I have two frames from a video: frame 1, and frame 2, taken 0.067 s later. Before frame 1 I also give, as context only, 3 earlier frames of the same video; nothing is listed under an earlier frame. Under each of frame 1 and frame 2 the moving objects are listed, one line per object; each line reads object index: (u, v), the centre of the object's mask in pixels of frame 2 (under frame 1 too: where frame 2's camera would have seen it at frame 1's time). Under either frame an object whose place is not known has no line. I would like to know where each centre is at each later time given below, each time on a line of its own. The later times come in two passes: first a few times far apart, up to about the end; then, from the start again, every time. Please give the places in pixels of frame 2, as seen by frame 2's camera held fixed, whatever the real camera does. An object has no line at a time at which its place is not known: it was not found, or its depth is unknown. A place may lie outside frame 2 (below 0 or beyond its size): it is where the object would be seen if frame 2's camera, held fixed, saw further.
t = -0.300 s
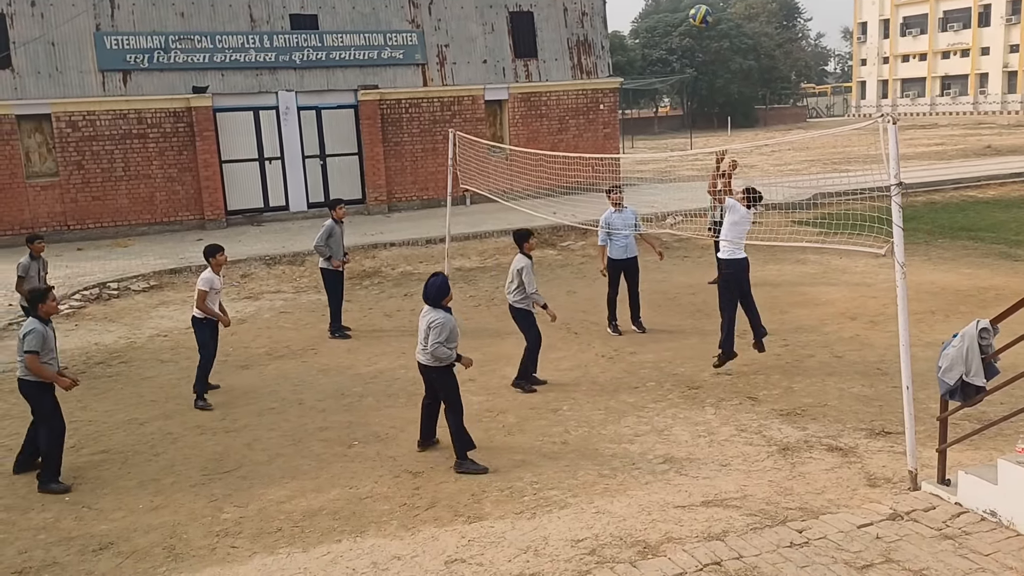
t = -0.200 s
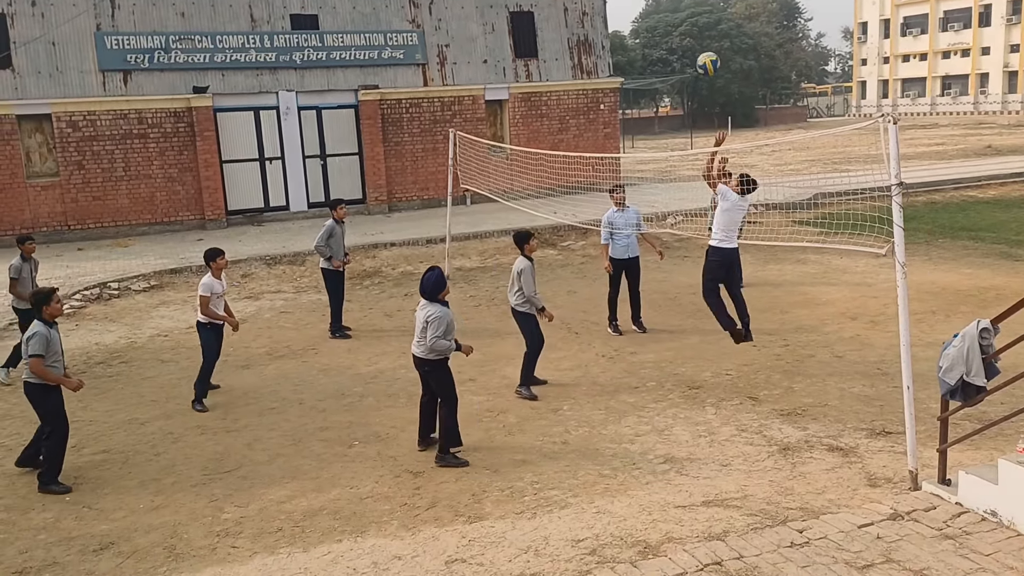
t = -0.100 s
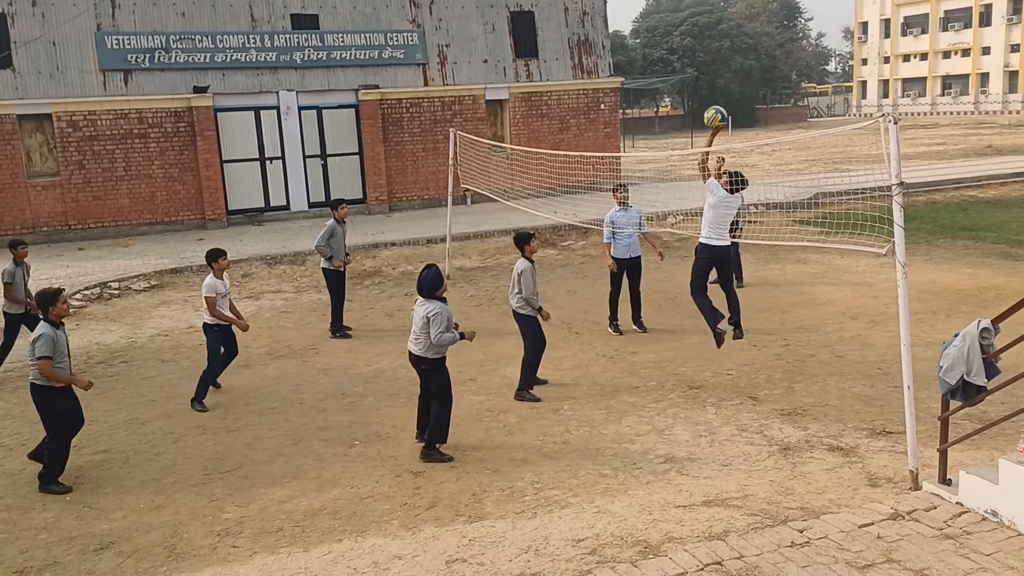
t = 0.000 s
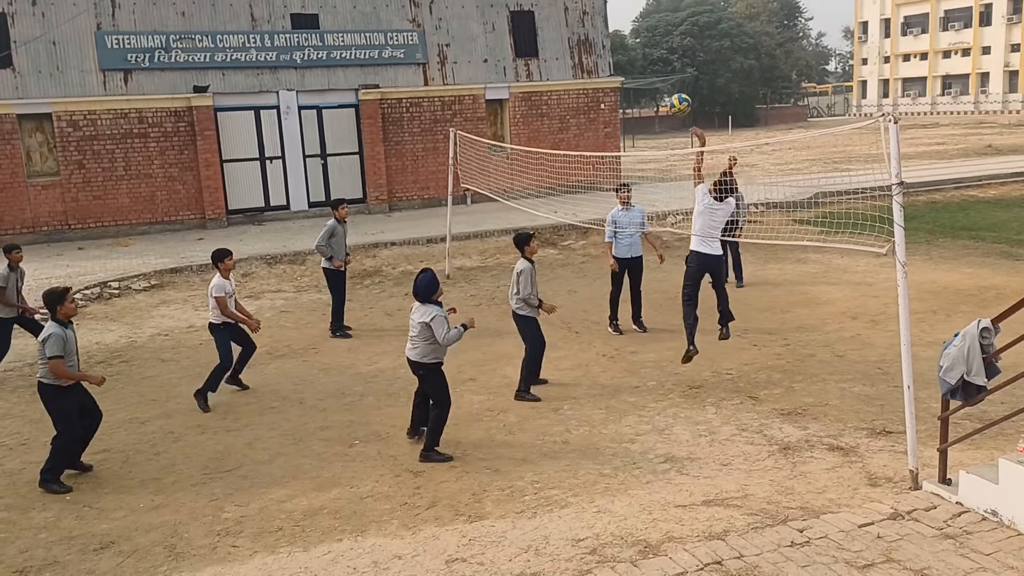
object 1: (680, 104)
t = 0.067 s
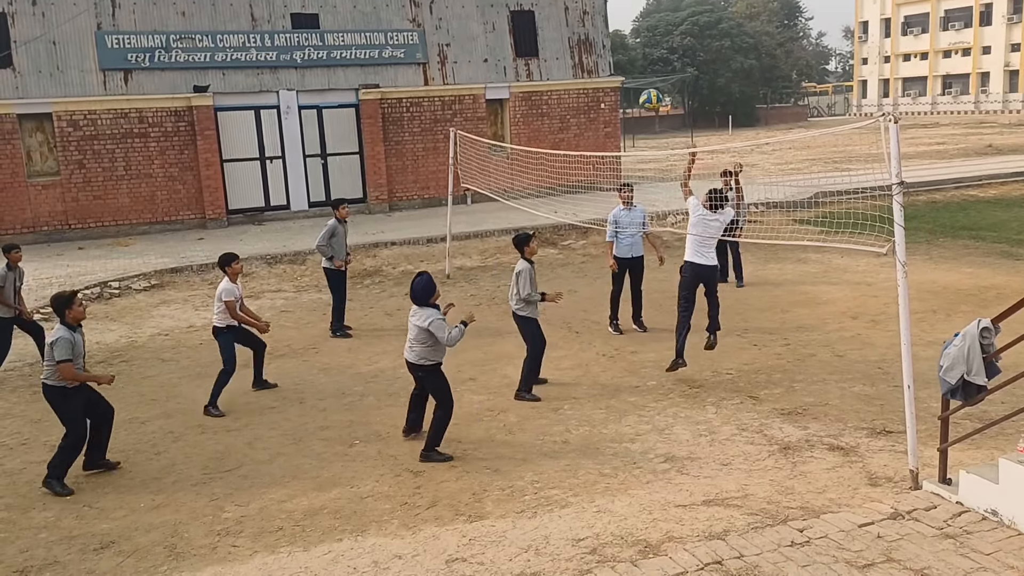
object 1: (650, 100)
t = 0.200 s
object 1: (594, 105)
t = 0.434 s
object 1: (503, 157)
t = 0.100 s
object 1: (635, 100)
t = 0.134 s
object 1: (622, 100)
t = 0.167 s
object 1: (608, 102)
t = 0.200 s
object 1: (594, 105)
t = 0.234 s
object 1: (581, 110)
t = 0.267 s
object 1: (568, 114)
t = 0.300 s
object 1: (554, 121)
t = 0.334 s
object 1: (541, 128)
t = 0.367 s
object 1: (528, 137)
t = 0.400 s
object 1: (516, 147)
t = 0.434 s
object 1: (503, 157)
